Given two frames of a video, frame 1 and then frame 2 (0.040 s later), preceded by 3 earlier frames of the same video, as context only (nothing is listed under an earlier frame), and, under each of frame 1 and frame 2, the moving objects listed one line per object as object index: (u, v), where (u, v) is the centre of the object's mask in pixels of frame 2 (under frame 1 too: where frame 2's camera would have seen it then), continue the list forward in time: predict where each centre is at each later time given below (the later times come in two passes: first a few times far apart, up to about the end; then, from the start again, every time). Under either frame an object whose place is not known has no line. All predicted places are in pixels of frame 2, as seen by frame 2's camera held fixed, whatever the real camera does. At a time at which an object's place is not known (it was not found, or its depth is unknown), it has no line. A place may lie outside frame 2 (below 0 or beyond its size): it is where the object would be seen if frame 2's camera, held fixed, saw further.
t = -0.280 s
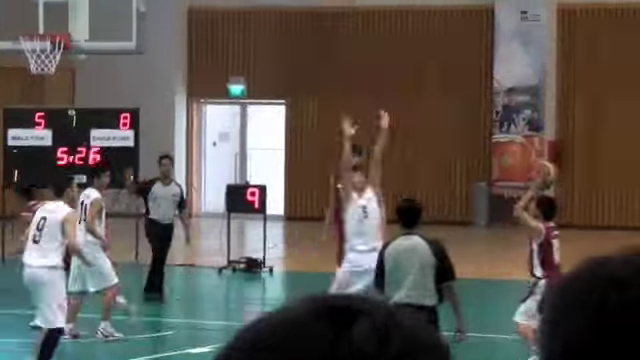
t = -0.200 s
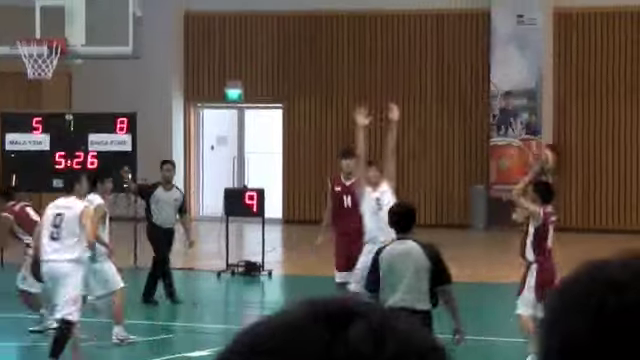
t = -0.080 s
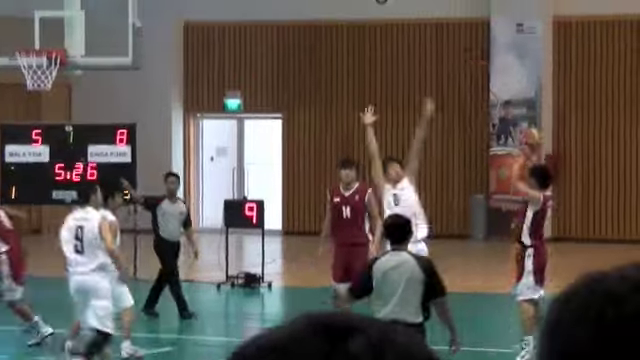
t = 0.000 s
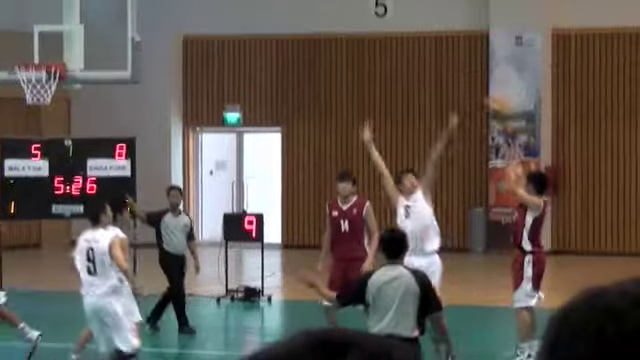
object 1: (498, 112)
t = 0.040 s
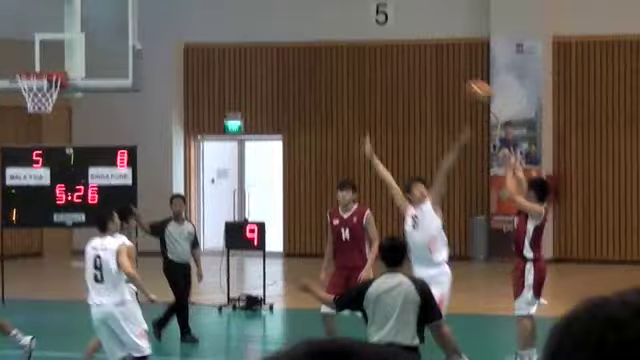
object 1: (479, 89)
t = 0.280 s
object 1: (362, -9)
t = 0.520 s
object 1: (256, -48)
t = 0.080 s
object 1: (460, 69)
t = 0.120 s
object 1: (438, 48)
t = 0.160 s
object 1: (424, 28)
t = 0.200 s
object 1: (402, 17)
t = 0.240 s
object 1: (382, 4)
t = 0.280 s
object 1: (362, -9)
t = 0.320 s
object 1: (345, -20)
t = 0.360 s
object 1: (328, -28)
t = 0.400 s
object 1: (309, -36)
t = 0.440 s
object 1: (292, -41)
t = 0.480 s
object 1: (274, -44)
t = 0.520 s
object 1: (256, -48)
